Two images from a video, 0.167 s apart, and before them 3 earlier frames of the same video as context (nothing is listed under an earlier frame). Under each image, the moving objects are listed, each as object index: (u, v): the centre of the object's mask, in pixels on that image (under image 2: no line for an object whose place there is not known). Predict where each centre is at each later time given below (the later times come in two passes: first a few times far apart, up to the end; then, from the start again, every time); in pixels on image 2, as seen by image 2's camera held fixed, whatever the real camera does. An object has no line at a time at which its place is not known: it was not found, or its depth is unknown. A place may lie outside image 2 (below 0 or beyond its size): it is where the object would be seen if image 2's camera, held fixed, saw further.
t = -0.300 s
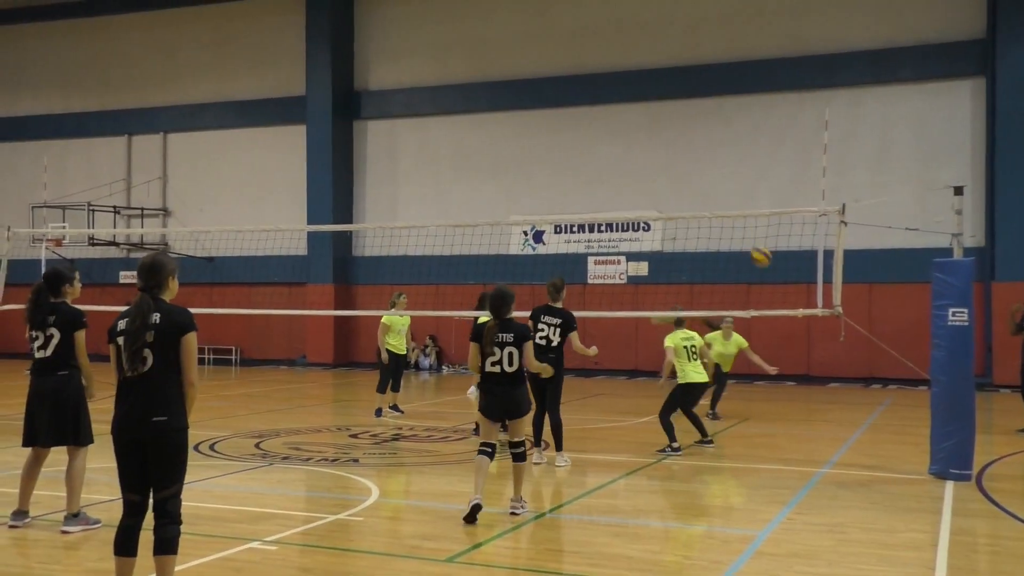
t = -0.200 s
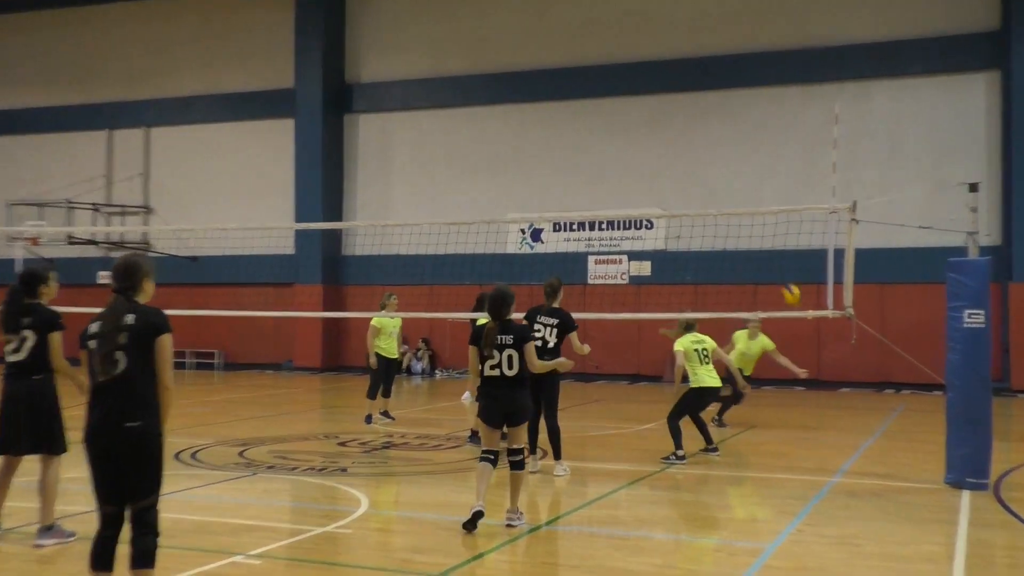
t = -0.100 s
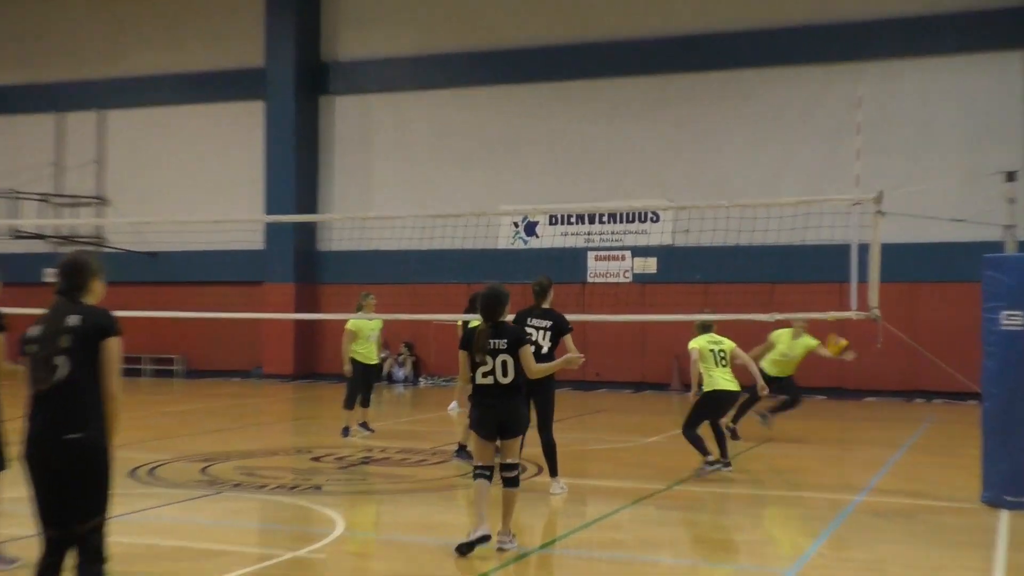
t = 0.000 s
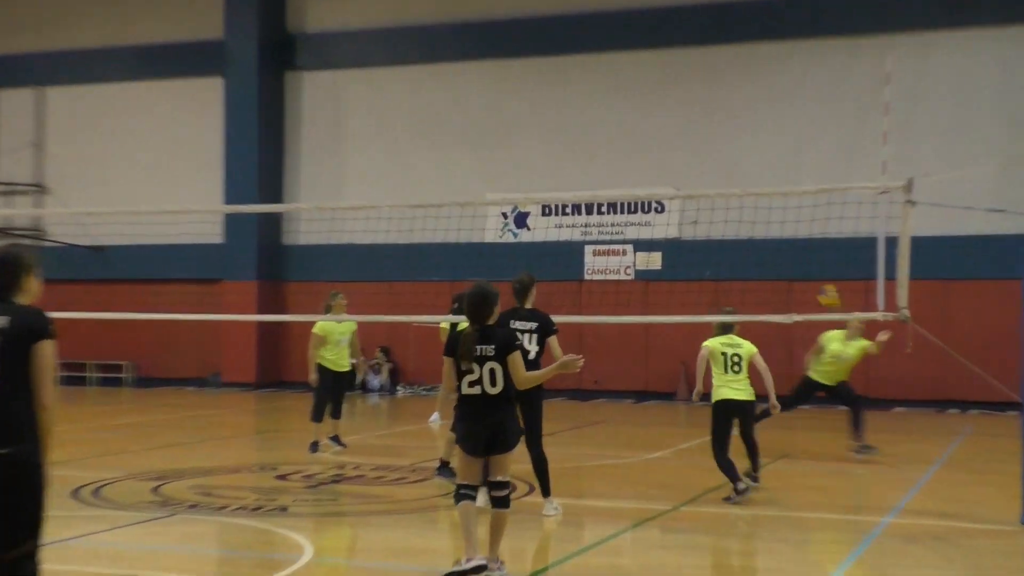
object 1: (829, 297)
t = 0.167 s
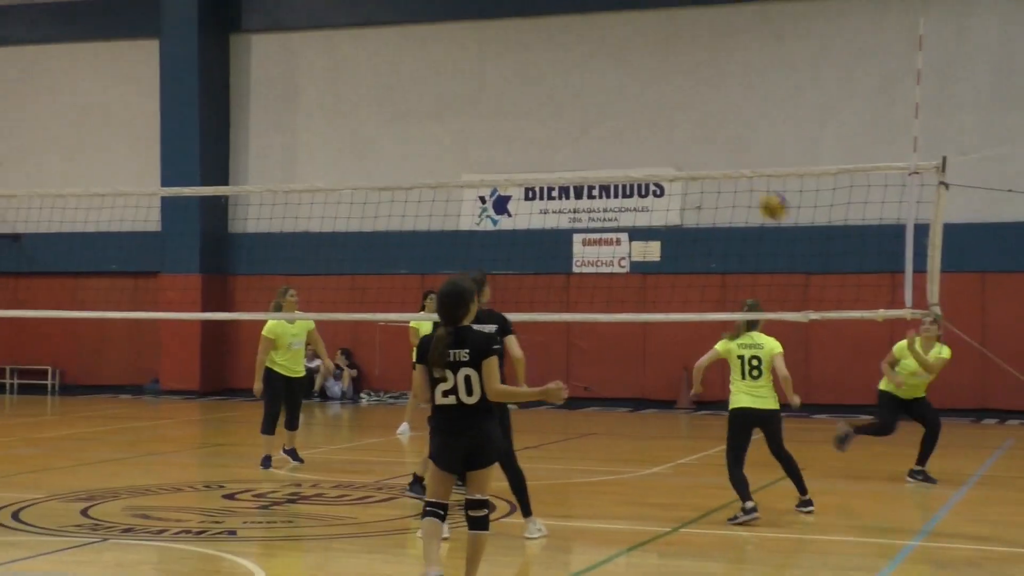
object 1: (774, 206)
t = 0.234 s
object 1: (742, 185)
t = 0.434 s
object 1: (637, 124)
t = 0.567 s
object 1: (558, 113)
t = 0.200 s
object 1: (758, 192)
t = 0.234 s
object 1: (742, 185)
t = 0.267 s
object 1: (725, 162)
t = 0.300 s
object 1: (709, 155)
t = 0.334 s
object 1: (692, 145)
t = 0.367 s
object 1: (674, 137)
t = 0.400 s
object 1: (654, 130)
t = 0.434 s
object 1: (637, 124)
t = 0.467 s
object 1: (618, 119)
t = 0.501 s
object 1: (599, 116)
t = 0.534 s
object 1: (579, 114)
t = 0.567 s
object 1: (558, 113)
